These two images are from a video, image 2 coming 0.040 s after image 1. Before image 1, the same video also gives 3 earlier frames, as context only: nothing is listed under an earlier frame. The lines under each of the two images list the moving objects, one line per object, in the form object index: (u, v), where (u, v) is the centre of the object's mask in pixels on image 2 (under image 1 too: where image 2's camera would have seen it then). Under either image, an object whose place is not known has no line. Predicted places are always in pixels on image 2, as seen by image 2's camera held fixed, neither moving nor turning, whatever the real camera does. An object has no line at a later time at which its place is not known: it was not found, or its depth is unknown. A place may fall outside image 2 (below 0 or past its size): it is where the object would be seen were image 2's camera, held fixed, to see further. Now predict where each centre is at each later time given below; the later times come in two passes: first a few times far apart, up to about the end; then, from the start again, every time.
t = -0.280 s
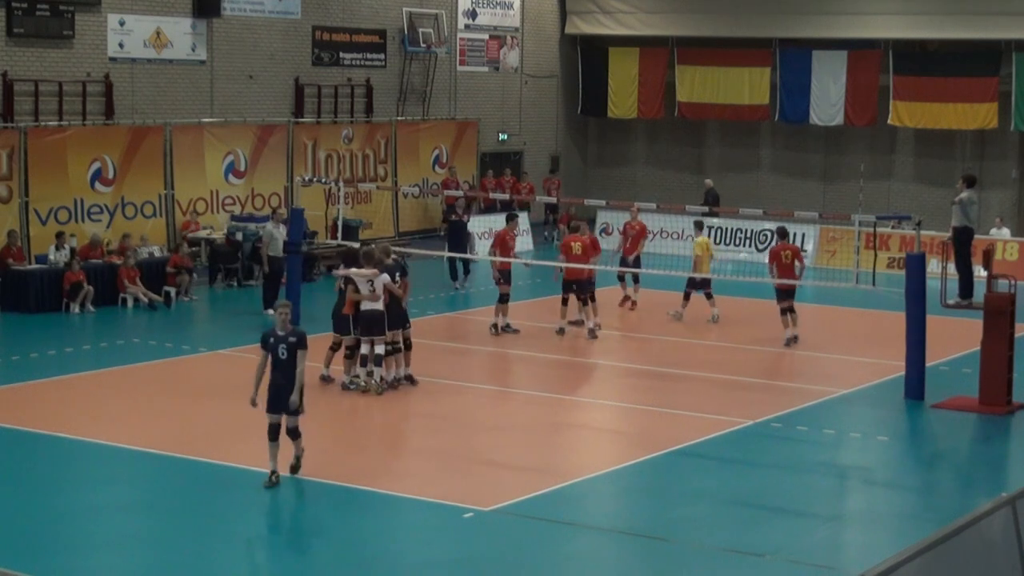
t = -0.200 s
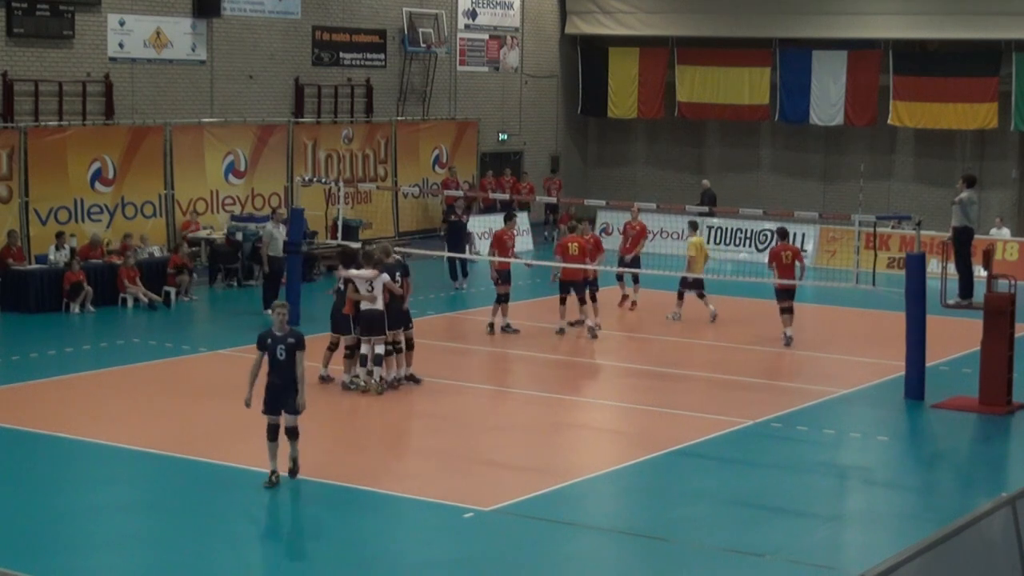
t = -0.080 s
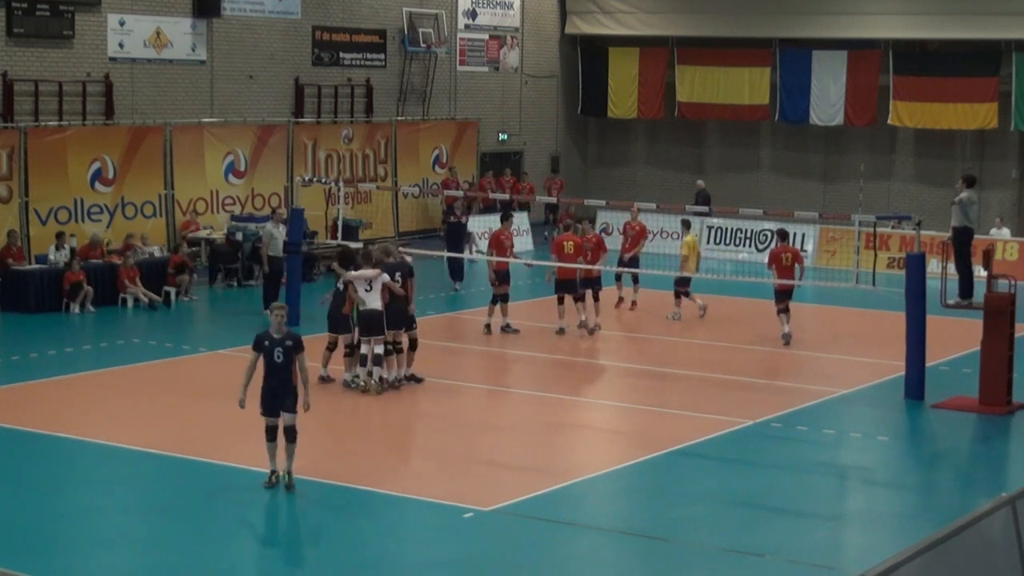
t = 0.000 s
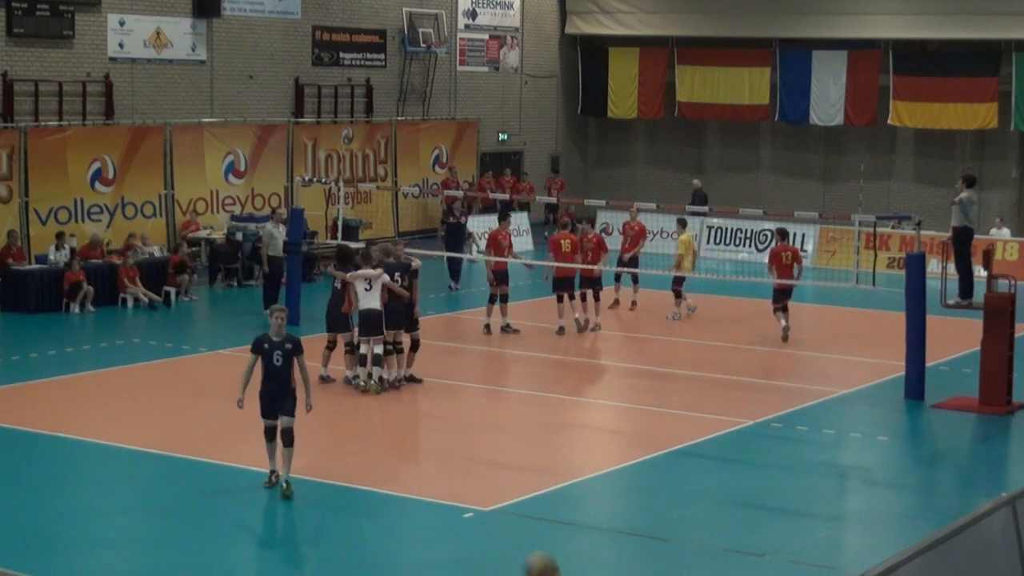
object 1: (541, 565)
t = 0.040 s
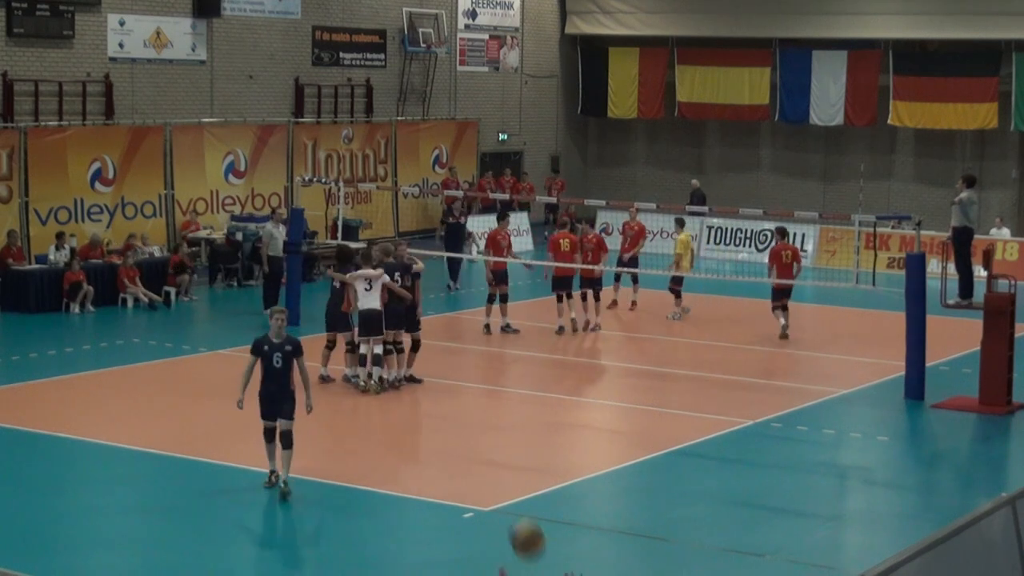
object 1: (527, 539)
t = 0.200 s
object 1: (474, 442)
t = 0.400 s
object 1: (423, 388)
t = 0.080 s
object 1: (513, 512)
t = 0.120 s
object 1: (498, 484)
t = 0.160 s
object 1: (485, 463)
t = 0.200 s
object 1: (474, 442)
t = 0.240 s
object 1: (463, 426)
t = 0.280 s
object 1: (452, 412)
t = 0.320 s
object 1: (442, 402)
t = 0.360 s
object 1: (432, 393)
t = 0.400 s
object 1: (423, 388)
